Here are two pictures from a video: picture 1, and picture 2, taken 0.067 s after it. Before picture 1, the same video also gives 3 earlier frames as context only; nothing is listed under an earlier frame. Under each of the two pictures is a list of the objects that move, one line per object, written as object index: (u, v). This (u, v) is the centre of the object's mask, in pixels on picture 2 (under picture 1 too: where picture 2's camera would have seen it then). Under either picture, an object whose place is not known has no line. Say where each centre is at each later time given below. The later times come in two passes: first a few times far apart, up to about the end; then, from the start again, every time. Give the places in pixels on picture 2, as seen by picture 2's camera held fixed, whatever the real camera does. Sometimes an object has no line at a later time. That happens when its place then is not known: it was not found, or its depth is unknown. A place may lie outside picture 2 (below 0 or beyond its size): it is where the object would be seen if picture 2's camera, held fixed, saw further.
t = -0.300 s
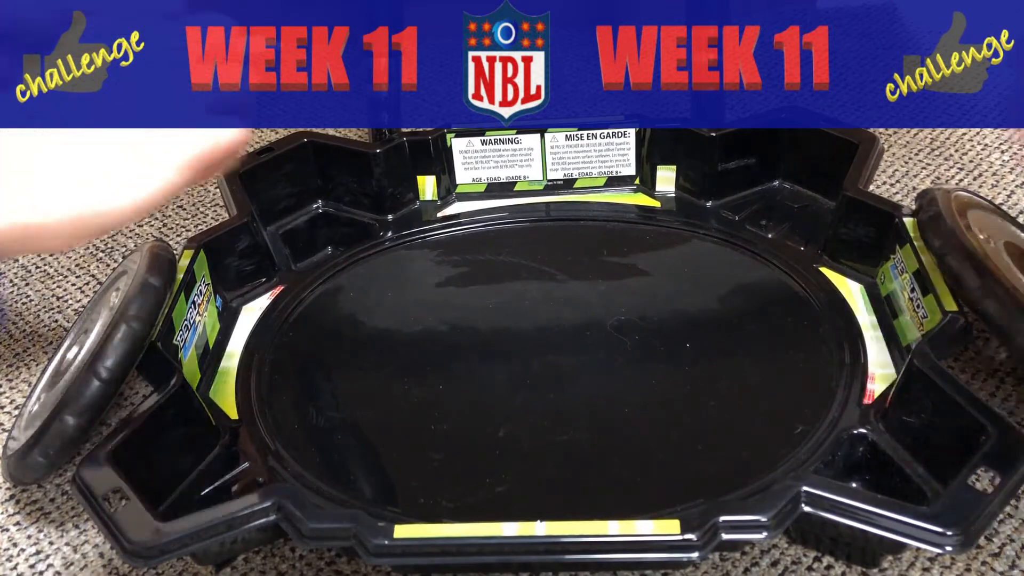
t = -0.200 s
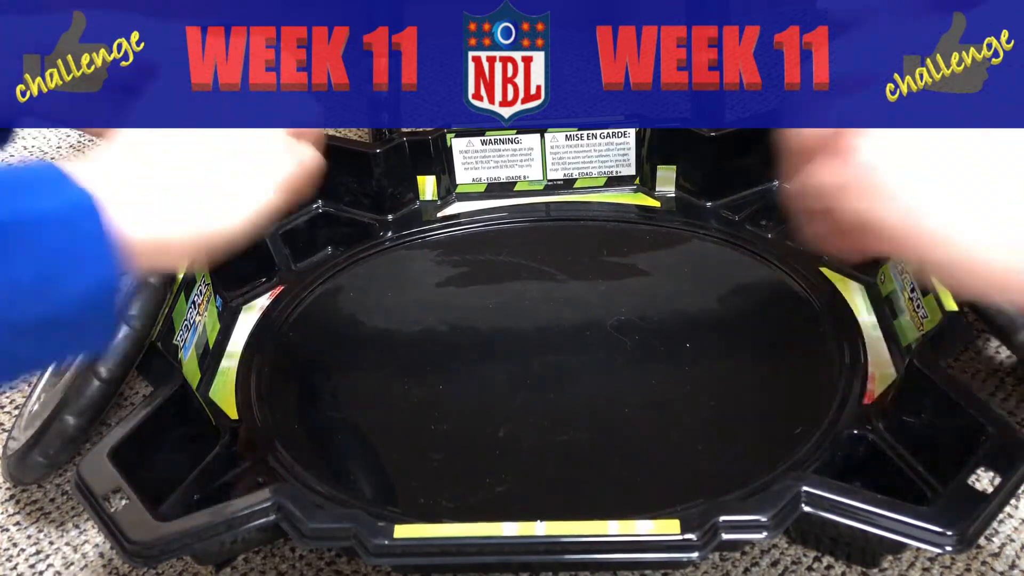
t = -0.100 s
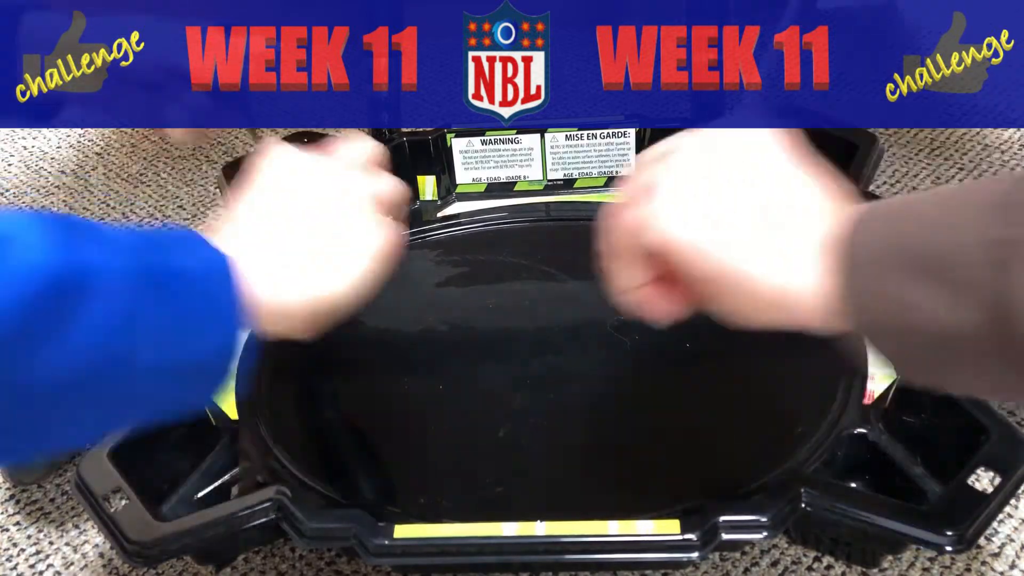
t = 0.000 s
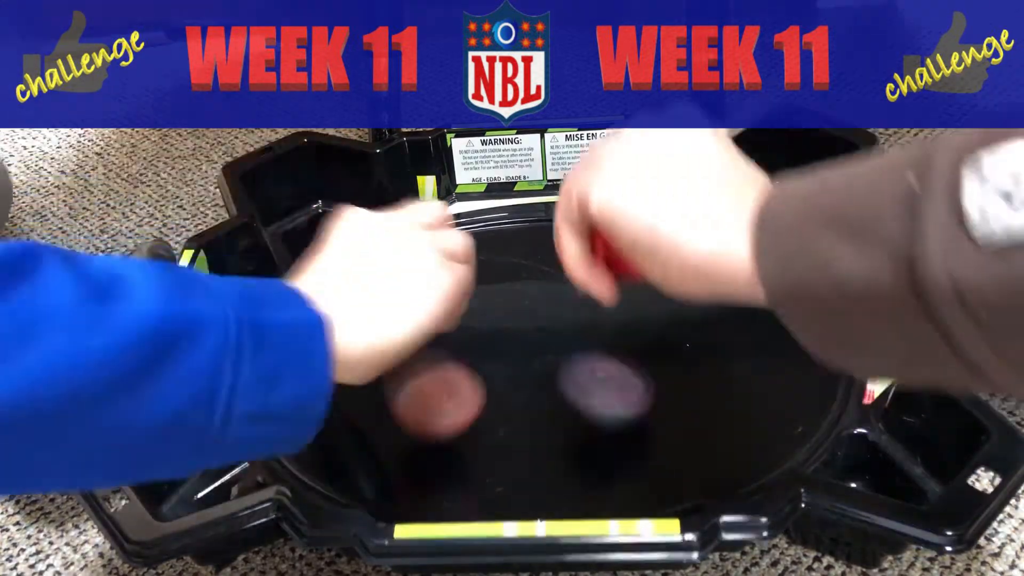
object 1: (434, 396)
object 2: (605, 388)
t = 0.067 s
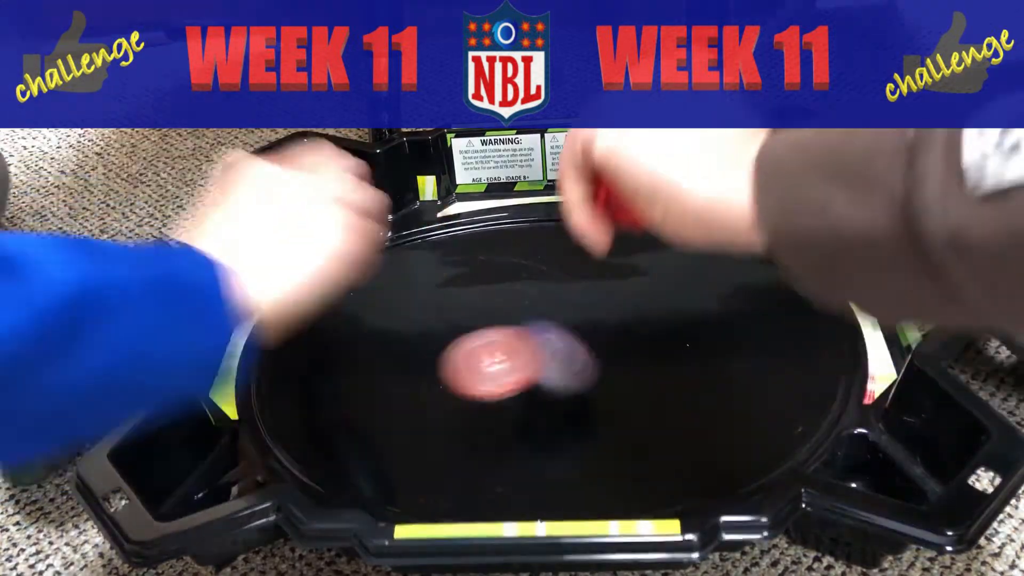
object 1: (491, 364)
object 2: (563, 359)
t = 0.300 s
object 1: (687, 380)
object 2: (429, 273)
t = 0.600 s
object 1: (653, 280)
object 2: (427, 274)
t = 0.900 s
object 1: (607, 289)
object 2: (401, 329)
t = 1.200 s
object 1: (665, 325)
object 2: (401, 380)
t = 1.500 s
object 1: (607, 339)
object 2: (508, 387)
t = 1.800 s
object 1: (673, 317)
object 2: (443, 413)
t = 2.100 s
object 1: (635, 332)
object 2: (468, 386)
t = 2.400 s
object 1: (589, 370)
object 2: (495, 360)
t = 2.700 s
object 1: (573, 395)
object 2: (478, 344)
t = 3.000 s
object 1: (550, 384)
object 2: (482, 326)
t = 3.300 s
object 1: (518, 372)
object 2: (506, 311)
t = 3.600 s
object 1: (516, 392)
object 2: (528, 297)
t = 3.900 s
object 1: (519, 373)
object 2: (551, 310)
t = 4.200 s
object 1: (495, 376)
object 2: (582, 326)
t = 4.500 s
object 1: (494, 365)
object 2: (578, 354)
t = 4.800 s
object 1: (456, 334)
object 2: (592, 373)
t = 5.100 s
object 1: (435, 327)
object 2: (570, 366)
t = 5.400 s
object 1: (465, 324)
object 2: (557, 355)
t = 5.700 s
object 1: (493, 316)
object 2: (584, 354)
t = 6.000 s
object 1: (514, 326)
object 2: (603, 349)
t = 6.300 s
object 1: (516, 327)
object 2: (626, 357)
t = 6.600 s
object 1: (503, 347)
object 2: (631, 372)
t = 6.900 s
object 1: (506, 355)
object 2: (601, 377)
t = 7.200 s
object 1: (480, 353)
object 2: (587, 365)
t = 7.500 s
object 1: (462, 353)
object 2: (586, 344)
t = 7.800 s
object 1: (491, 344)
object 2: (587, 327)
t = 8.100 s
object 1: (488, 335)
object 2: (612, 325)
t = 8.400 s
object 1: (506, 345)
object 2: (603, 339)
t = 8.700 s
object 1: (480, 344)
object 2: (607, 350)
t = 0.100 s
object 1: (526, 362)
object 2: (517, 317)
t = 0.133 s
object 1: (563, 376)
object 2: (500, 322)
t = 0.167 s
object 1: (597, 403)
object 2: (479, 313)
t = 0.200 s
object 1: (627, 410)
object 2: (461, 300)
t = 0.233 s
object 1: (650, 400)
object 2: (447, 291)
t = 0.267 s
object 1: (671, 391)
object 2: (435, 281)
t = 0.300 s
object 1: (687, 380)
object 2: (429, 273)
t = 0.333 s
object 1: (697, 368)
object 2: (424, 269)
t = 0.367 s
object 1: (704, 354)
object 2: (421, 266)
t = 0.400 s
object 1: (706, 340)
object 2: (419, 264)
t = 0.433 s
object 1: (705, 327)
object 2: (417, 264)
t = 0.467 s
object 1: (700, 315)
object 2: (417, 265)
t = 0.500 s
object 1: (691, 303)
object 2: (418, 265)
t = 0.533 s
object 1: (681, 293)
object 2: (420, 268)
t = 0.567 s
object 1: (668, 286)
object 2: (422, 271)
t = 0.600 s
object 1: (653, 280)
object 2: (427, 274)
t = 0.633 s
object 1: (636, 276)
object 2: (432, 279)
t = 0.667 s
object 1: (619, 274)
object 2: (438, 284)
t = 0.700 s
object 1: (601, 274)
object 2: (445, 289)
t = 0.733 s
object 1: (584, 276)
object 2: (453, 295)
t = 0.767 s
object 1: (566, 279)
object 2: (461, 301)
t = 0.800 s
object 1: (551, 284)
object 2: (470, 306)
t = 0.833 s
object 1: (559, 287)
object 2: (456, 313)
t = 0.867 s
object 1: (585, 287)
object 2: (427, 321)
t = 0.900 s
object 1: (607, 289)
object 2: (401, 329)
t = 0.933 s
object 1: (626, 293)
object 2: (381, 338)
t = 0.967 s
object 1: (642, 297)
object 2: (366, 346)
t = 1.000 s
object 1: (654, 301)
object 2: (357, 353)
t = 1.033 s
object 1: (663, 306)
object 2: (355, 359)
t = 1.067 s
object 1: (668, 311)
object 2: (359, 364)
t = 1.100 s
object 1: (671, 316)
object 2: (366, 368)
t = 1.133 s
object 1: (671, 319)
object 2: (376, 372)
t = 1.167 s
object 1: (669, 323)
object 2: (388, 376)
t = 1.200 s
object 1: (665, 325)
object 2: (401, 380)
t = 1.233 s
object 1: (660, 328)
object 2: (413, 382)
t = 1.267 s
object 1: (654, 330)
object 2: (426, 384)
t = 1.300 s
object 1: (647, 332)
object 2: (440, 386)
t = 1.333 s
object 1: (640, 333)
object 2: (454, 387)
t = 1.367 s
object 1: (633, 334)
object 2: (467, 387)
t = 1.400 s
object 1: (626, 335)
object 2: (478, 387)
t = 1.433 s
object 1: (619, 336)
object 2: (489, 387)
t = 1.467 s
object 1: (613, 337)
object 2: (499, 387)
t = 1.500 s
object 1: (607, 339)
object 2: (508, 387)
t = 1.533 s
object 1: (602, 340)
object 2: (516, 386)
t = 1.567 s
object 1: (598, 342)
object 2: (523, 387)
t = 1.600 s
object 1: (596, 344)
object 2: (529, 387)
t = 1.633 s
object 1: (600, 343)
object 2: (526, 389)
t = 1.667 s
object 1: (621, 335)
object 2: (506, 398)
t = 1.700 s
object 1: (641, 328)
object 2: (485, 405)
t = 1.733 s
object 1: (656, 323)
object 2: (469, 408)
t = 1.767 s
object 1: (667, 319)
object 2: (454, 413)
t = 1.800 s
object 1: (673, 317)
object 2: (443, 413)
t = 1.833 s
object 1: (675, 316)
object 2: (437, 413)
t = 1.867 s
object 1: (674, 316)
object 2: (435, 410)
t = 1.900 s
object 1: (671, 316)
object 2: (435, 407)
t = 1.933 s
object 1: (666, 318)
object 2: (438, 404)
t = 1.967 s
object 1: (661, 320)
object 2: (442, 401)
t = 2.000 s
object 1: (655, 322)
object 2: (447, 398)
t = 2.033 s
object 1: (648, 325)
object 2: (454, 394)
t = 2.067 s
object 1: (641, 328)
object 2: (461, 390)
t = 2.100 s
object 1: (635, 332)
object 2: (468, 386)
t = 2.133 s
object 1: (629, 336)
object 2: (475, 382)
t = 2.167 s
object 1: (622, 341)
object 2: (482, 378)
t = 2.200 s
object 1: (616, 345)
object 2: (487, 375)
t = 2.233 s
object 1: (610, 349)
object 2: (492, 371)
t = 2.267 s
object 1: (605, 353)
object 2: (495, 368)
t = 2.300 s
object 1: (600, 357)
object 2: (497, 365)
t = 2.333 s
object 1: (596, 362)
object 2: (498, 363)
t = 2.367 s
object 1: (592, 366)
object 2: (496, 361)
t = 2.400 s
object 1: (589, 370)
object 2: (495, 360)
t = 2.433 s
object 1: (586, 374)
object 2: (492, 359)
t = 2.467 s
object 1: (584, 378)
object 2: (489, 357)
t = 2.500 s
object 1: (583, 382)
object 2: (487, 355)
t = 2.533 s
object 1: (581, 385)
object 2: (485, 354)
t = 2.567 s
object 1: (580, 388)
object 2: (483, 352)
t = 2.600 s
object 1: (578, 391)
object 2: (481, 350)
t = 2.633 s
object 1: (576, 392)
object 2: (480, 348)
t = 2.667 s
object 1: (574, 394)
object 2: (479, 346)
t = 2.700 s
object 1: (573, 395)
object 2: (478, 344)
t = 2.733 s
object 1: (571, 395)
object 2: (478, 342)
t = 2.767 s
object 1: (569, 395)
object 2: (477, 339)
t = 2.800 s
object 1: (567, 395)
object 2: (477, 337)
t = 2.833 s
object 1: (565, 394)
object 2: (478, 335)
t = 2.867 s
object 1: (563, 392)
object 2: (478, 334)
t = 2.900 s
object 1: (560, 390)
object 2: (478, 332)
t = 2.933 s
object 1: (557, 388)
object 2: (479, 329)
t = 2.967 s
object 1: (554, 387)
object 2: (481, 328)
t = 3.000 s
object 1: (550, 384)
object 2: (482, 326)
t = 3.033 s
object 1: (547, 382)
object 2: (484, 324)
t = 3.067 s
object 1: (543, 380)
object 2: (486, 323)
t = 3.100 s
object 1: (539, 378)
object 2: (489, 321)
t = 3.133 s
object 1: (534, 376)
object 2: (491, 320)
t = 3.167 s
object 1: (530, 374)
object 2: (493, 318)
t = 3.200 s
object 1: (526, 372)
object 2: (496, 316)
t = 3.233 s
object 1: (523, 373)
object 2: (499, 314)
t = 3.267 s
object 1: (520, 373)
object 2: (502, 312)
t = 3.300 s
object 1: (518, 372)
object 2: (506, 311)
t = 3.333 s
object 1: (515, 371)
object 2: (508, 310)
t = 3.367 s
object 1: (513, 378)
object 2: (510, 304)
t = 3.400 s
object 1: (512, 386)
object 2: (514, 298)
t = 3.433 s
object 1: (511, 391)
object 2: (517, 294)
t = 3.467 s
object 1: (511, 394)
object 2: (520, 293)
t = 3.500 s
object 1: (512, 395)
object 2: (522, 293)
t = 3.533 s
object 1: (513, 395)
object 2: (524, 294)
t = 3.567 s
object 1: (515, 394)
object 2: (526, 295)
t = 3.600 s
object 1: (516, 392)
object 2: (528, 297)
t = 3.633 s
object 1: (517, 390)
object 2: (530, 299)
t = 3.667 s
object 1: (518, 387)
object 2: (532, 301)
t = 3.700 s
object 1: (519, 384)
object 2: (534, 303)
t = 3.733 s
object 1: (520, 381)
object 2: (536, 305)
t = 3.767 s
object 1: (521, 378)
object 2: (538, 308)
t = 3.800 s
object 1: (522, 374)
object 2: (540, 310)
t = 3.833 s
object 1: (523, 372)
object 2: (543, 311)
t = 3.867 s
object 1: (522, 371)
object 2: (546, 311)
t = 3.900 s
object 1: (519, 373)
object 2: (551, 310)
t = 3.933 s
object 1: (516, 373)
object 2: (555, 311)
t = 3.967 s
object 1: (515, 373)
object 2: (558, 313)
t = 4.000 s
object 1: (515, 372)
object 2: (561, 315)
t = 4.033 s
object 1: (515, 371)
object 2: (563, 318)
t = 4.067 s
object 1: (515, 369)
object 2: (565, 320)
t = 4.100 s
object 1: (511, 370)
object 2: (568, 322)
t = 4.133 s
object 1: (504, 373)
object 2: (575, 322)
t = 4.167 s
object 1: (498, 375)
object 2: (580, 323)
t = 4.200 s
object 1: (495, 376)
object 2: (582, 326)
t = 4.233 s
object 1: (492, 376)
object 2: (583, 329)
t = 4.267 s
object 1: (491, 375)
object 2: (584, 333)
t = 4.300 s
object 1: (491, 374)
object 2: (584, 336)
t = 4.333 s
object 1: (491, 373)
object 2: (583, 339)
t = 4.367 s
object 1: (491, 372)
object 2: (582, 342)
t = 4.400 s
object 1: (492, 370)
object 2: (582, 345)
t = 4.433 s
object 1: (493, 369)
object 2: (580, 348)
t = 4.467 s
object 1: (493, 367)
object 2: (579, 350)
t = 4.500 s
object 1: (494, 365)
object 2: (578, 354)
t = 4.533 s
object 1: (492, 362)
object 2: (579, 356)
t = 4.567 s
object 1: (491, 359)
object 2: (578, 358)
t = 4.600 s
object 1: (490, 357)
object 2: (576, 361)
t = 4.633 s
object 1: (490, 354)
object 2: (575, 362)
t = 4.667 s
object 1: (489, 352)
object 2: (573, 364)
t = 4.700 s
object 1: (480, 347)
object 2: (580, 366)
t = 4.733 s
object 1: (469, 342)
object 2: (587, 369)
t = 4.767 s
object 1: (461, 337)
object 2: (591, 372)
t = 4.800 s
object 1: (456, 334)
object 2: (592, 373)
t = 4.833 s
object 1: (451, 331)
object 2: (591, 373)
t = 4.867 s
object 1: (446, 329)
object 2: (589, 373)
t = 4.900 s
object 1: (441, 328)
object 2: (586, 373)
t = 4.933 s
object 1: (437, 327)
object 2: (584, 372)
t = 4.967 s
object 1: (434, 327)
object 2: (581, 371)
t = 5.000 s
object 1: (433, 326)
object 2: (579, 370)
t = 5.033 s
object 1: (432, 326)
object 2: (576, 369)
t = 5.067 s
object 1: (433, 326)
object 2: (573, 367)
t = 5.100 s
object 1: (435, 327)
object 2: (570, 366)
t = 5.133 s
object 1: (437, 327)
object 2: (567, 364)
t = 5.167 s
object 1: (440, 327)
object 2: (564, 363)
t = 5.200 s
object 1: (444, 328)
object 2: (561, 361)
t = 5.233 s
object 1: (448, 328)
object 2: (558, 360)
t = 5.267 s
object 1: (454, 329)
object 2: (554, 358)
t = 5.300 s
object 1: (460, 330)
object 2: (551, 357)
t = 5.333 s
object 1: (466, 330)
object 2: (549, 355)
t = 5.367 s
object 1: (470, 330)
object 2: (548, 353)
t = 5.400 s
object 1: (465, 324)
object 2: (557, 355)
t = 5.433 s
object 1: (462, 320)
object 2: (565, 358)
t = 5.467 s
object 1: (462, 316)
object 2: (571, 359)
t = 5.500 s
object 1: (464, 313)
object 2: (575, 359)
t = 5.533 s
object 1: (467, 311)
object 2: (578, 360)
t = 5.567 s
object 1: (472, 311)
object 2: (580, 359)
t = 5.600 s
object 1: (477, 311)
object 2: (581, 358)
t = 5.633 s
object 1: (482, 312)
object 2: (582, 357)
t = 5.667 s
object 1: (487, 314)
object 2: (583, 355)
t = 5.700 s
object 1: (493, 316)
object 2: (584, 354)
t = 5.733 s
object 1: (498, 318)
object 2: (585, 352)
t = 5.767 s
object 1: (504, 320)
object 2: (586, 351)
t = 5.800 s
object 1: (509, 322)
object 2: (587, 350)
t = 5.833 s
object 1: (514, 325)
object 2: (589, 349)
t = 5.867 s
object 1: (516, 326)
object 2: (592, 348)
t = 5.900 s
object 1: (515, 326)
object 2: (595, 349)
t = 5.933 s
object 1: (513, 326)
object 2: (599, 349)
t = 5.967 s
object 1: (513, 326)
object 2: (602, 349)
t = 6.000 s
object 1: (514, 326)
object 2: (603, 349)
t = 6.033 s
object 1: (516, 327)
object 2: (604, 348)
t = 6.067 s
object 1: (518, 328)
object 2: (605, 348)
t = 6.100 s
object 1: (521, 328)
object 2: (605, 348)
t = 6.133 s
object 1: (524, 330)
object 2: (606, 348)
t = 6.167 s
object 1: (527, 331)
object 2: (606, 348)
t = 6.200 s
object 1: (528, 331)
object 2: (608, 349)
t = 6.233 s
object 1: (531, 332)
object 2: (610, 350)
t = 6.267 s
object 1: (524, 330)
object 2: (618, 354)
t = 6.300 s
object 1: (516, 327)
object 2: (626, 357)
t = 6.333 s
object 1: (511, 325)
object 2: (631, 360)
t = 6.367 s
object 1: (508, 326)
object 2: (633, 362)
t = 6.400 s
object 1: (506, 328)
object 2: (635, 364)
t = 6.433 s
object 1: (505, 331)
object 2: (635, 366)
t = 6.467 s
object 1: (504, 335)
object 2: (636, 367)
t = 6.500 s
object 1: (503, 339)
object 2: (635, 369)
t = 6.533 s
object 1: (502, 342)
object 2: (634, 370)
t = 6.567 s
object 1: (502, 345)
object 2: (633, 371)
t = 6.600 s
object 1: (503, 347)
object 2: (631, 372)
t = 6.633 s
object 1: (503, 349)
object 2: (629, 373)
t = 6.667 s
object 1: (504, 350)
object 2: (627, 374)
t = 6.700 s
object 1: (504, 351)
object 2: (624, 375)
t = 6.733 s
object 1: (505, 351)
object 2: (621, 375)
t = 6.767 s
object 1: (505, 352)
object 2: (617, 376)
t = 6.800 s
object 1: (506, 353)
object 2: (614, 376)
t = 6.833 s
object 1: (505, 353)
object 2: (610, 376)
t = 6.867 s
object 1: (506, 354)
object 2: (606, 377)
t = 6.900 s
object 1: (506, 355)
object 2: (601, 377)
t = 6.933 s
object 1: (506, 355)
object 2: (597, 376)
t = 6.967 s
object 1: (505, 356)
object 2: (592, 375)
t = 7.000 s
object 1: (505, 357)
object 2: (588, 374)
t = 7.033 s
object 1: (501, 356)
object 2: (587, 372)
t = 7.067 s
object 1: (498, 355)
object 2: (585, 371)
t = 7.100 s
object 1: (496, 355)
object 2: (583, 370)
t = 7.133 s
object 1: (496, 355)
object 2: (579, 368)
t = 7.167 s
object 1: (489, 355)
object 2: (582, 366)
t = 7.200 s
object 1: (480, 353)
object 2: (587, 365)
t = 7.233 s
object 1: (473, 352)
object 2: (590, 364)
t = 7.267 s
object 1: (468, 352)
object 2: (589, 361)
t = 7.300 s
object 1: (465, 352)
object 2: (588, 359)
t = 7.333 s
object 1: (463, 353)
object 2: (588, 356)
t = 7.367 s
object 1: (461, 353)
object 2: (587, 353)
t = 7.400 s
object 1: (461, 353)
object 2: (586, 351)
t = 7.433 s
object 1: (461, 353)
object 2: (586, 348)
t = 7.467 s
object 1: (461, 353)
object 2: (586, 346)
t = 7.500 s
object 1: (462, 353)
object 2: (586, 344)
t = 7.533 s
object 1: (464, 353)
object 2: (586, 341)
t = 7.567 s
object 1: (466, 352)
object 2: (587, 339)
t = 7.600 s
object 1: (468, 351)
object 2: (587, 337)
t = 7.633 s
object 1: (471, 351)
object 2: (587, 335)
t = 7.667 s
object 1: (474, 349)
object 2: (587, 332)
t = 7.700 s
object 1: (478, 348)
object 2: (587, 331)
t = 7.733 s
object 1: (482, 347)
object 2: (587, 330)
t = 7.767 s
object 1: (487, 345)
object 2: (586, 328)
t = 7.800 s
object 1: (491, 344)
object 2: (587, 327)
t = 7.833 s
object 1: (494, 342)
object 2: (587, 326)
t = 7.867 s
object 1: (498, 340)
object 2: (587, 326)
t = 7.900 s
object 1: (502, 339)
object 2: (587, 326)
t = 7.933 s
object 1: (506, 338)
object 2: (588, 325)
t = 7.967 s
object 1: (504, 336)
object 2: (592, 324)
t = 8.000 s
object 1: (498, 336)
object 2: (600, 324)
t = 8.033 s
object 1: (492, 335)
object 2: (607, 323)
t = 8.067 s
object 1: (489, 335)
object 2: (610, 323)
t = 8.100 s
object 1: (488, 335)
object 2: (612, 325)
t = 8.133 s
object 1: (489, 336)
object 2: (612, 326)
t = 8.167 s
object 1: (489, 337)
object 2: (612, 327)
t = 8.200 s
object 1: (491, 338)
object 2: (611, 328)
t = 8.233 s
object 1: (493, 339)
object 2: (611, 330)
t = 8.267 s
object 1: (495, 341)
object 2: (610, 331)
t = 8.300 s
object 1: (497, 342)
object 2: (610, 334)
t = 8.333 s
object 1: (500, 343)
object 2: (608, 335)
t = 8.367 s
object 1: (503, 344)
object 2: (606, 337)
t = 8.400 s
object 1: (506, 345)
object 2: (603, 339)
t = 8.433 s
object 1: (510, 345)
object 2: (601, 341)
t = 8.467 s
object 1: (513, 345)
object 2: (598, 342)
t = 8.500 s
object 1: (510, 344)
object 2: (600, 344)
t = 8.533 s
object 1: (499, 342)
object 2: (607, 345)
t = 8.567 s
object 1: (490, 340)
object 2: (611, 347)
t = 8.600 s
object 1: (485, 339)
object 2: (613, 347)
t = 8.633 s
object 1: (482, 340)
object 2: (612, 348)
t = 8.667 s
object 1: (480, 342)
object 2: (609, 349)
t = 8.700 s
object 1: (480, 344)
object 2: (607, 350)
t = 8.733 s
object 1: (482, 346)
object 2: (604, 350)
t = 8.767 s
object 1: (484, 347)
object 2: (601, 351)
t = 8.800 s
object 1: (486, 348)
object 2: (598, 351)
